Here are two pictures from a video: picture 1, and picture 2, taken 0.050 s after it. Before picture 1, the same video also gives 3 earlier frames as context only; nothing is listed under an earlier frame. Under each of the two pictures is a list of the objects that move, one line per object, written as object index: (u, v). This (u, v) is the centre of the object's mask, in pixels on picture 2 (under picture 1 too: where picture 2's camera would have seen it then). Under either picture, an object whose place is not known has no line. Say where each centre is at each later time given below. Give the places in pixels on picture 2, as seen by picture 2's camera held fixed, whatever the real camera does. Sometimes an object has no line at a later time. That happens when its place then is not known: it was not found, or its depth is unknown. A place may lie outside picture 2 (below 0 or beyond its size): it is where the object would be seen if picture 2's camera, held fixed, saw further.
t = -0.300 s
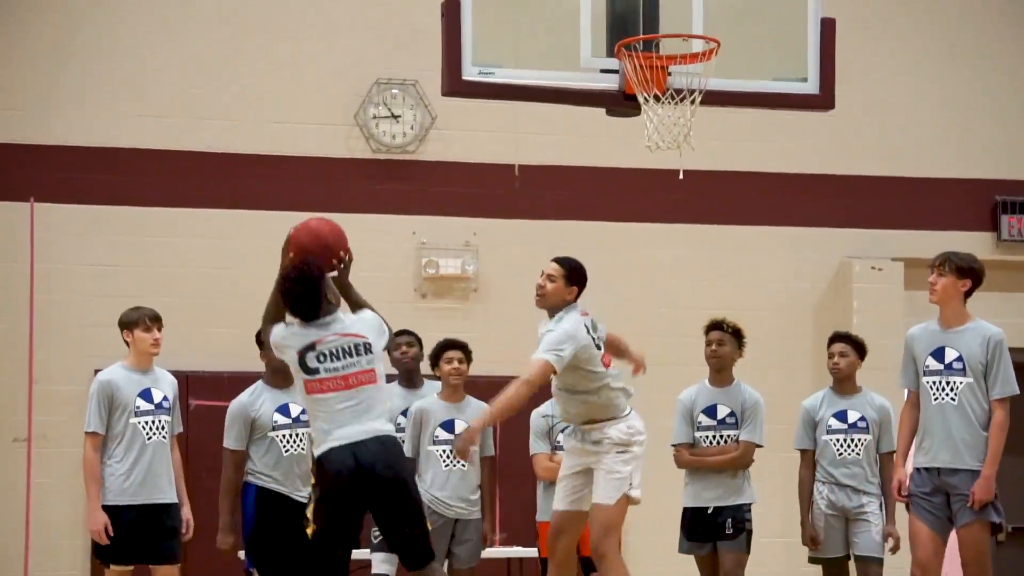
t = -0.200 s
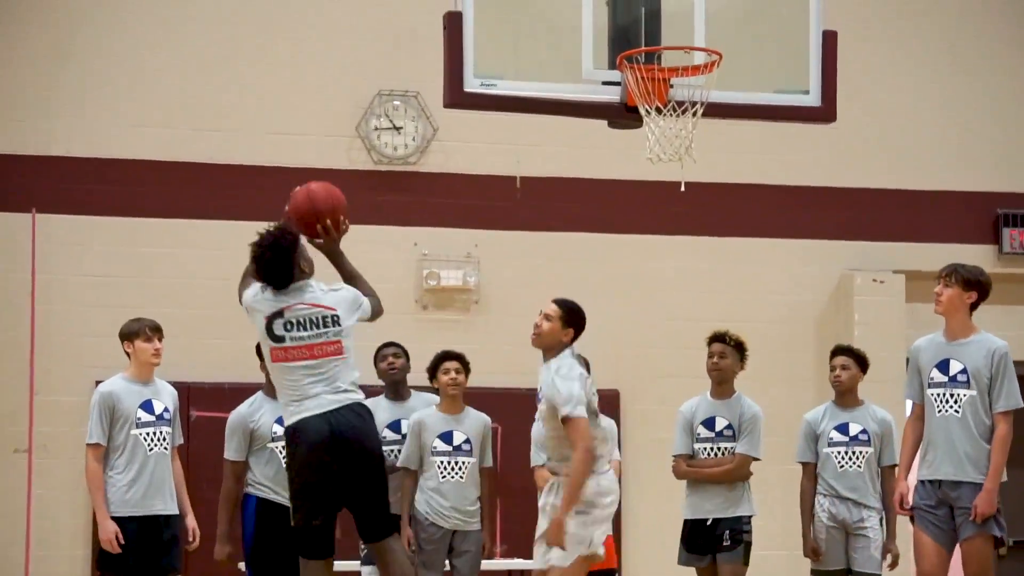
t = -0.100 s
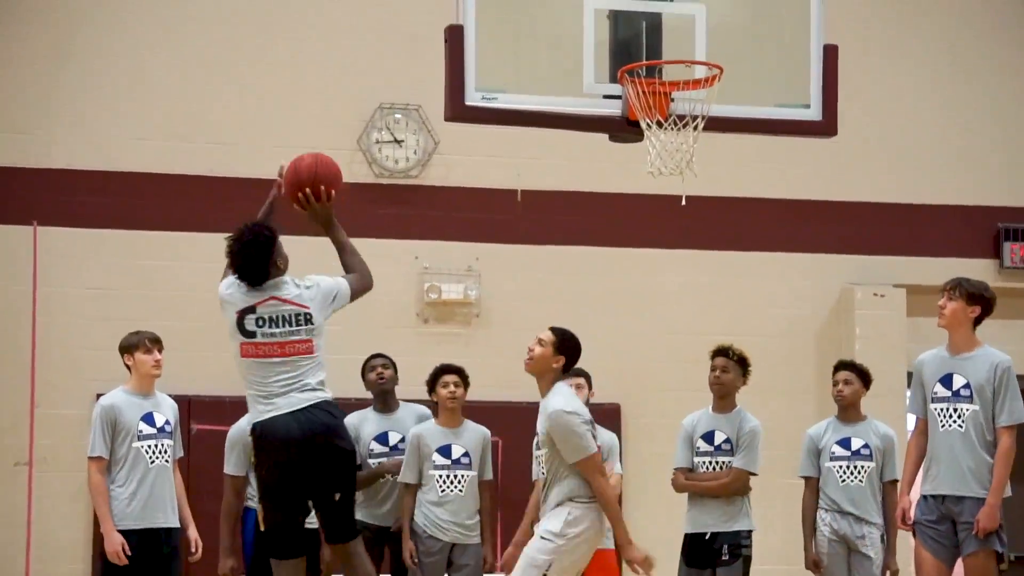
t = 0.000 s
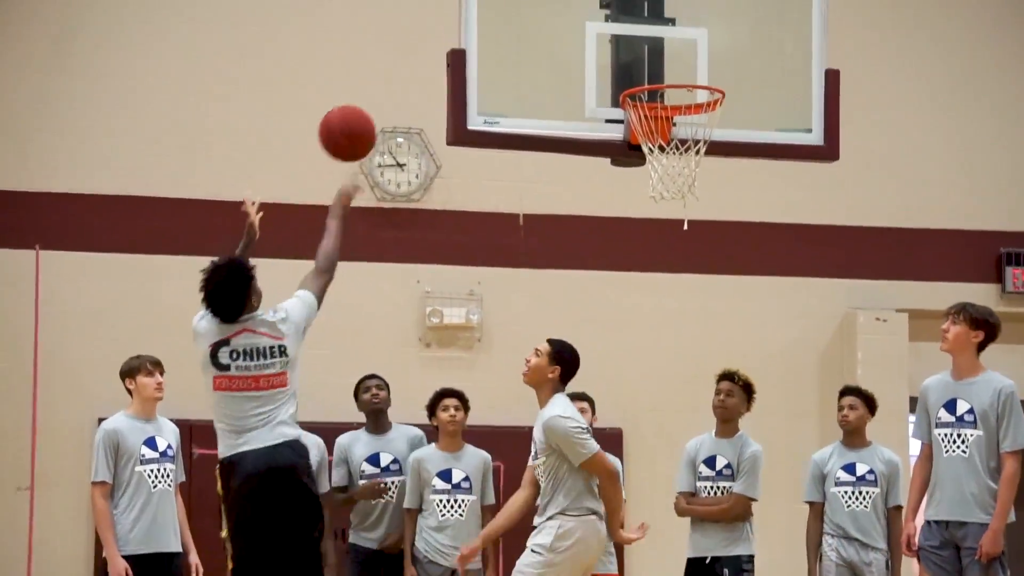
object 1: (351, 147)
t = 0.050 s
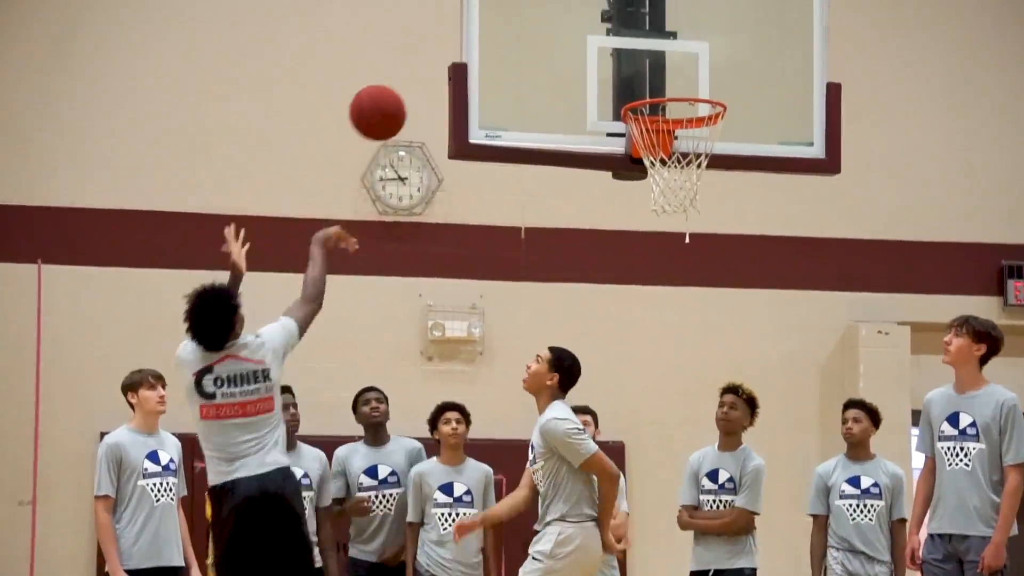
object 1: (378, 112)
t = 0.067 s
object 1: (387, 102)
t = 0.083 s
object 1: (396, 93)
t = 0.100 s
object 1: (404, 83)
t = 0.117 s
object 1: (414, 75)
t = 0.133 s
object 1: (422, 68)
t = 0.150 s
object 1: (431, 61)
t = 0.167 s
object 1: (439, 57)
